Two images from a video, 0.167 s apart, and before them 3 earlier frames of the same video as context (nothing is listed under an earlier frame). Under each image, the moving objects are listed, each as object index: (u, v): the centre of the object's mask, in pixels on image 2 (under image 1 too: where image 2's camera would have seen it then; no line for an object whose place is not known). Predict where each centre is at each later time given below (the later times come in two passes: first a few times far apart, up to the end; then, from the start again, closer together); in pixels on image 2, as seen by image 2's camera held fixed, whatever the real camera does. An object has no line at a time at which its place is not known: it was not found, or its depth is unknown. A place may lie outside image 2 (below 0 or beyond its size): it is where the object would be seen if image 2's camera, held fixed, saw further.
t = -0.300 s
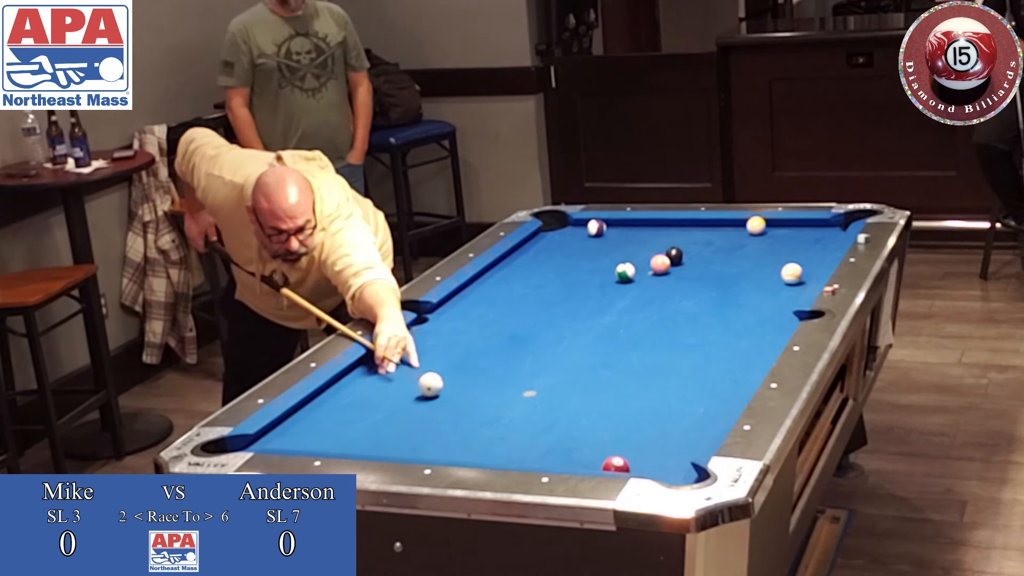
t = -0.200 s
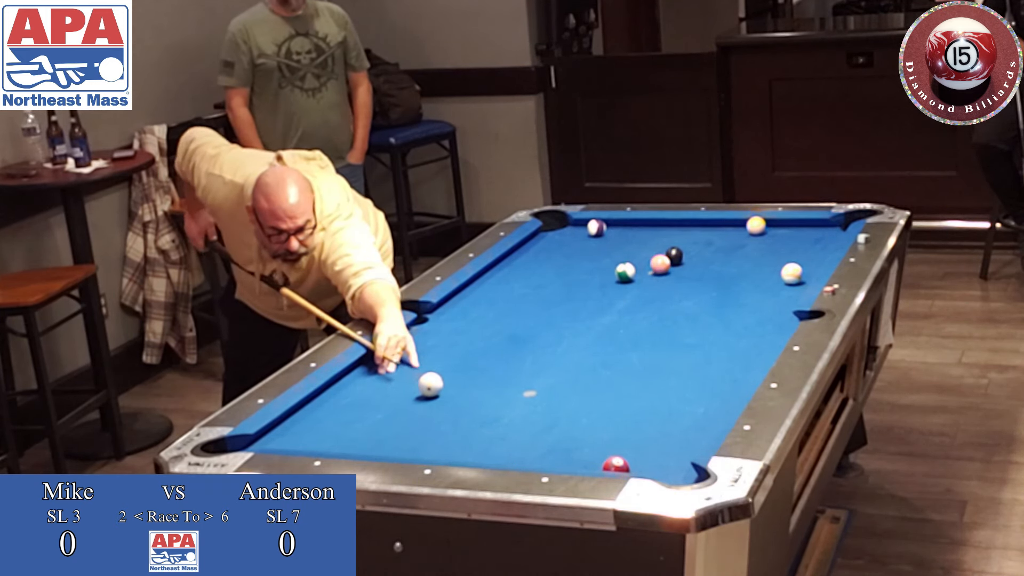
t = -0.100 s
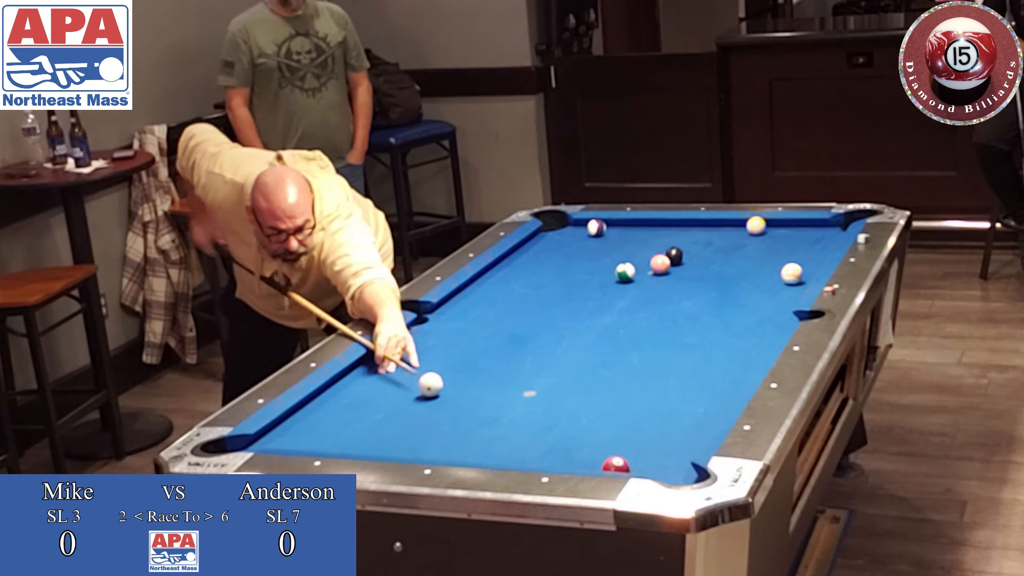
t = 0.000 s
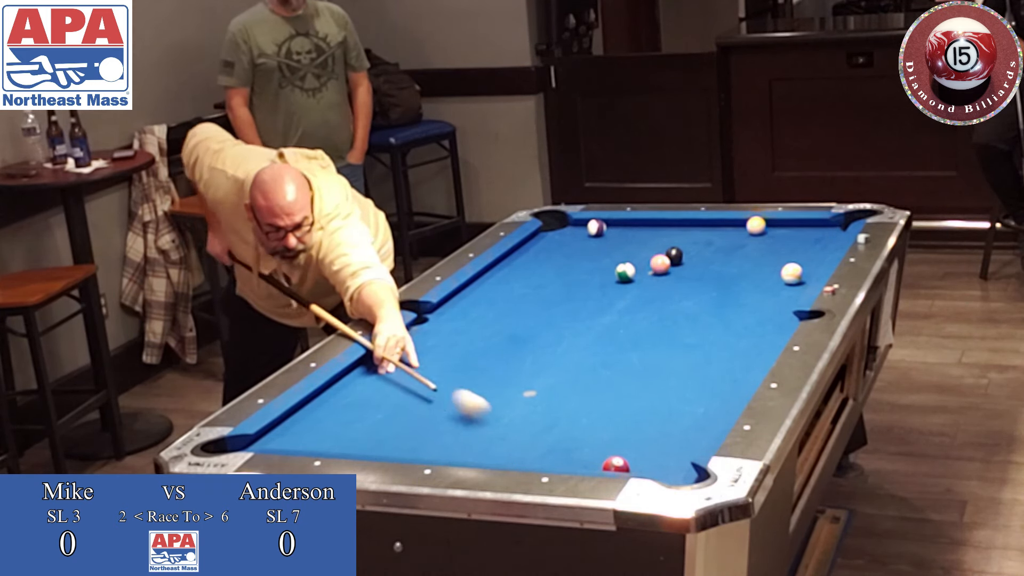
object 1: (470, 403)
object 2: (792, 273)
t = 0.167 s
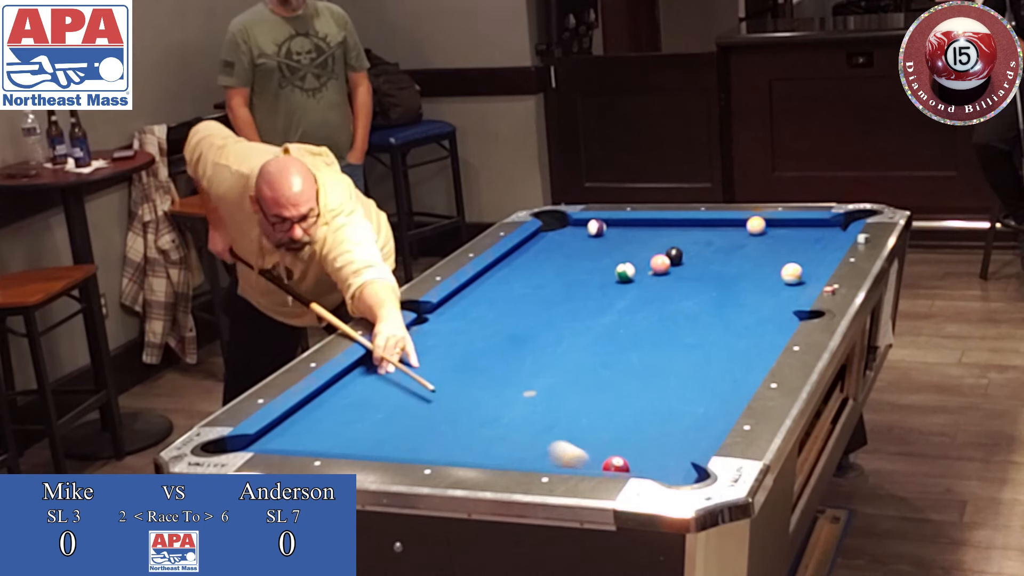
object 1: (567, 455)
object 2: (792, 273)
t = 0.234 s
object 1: (590, 460)
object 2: (792, 273)
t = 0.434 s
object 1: (618, 430)
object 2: (792, 273)
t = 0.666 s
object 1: (657, 400)
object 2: (791, 273)
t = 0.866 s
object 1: (687, 377)
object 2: (791, 273)
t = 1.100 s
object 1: (719, 353)
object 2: (791, 273)
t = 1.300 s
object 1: (743, 334)
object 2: (791, 273)
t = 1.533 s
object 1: (769, 313)
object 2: (791, 273)
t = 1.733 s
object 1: (789, 297)
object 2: (791, 273)
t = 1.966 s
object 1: (797, 282)
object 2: (790, 270)
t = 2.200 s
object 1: (804, 276)
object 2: (787, 267)
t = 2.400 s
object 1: (806, 273)
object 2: (783, 262)
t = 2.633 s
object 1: (805, 271)
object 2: (777, 255)
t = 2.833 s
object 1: (804, 270)
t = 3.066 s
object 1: (802, 268)
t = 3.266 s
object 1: (801, 267)
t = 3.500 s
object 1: (801, 267)
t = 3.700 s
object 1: (800, 267)
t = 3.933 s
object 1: (801, 267)
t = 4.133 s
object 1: (801, 267)
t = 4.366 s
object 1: (801, 267)
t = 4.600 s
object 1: (801, 267)
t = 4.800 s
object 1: (801, 267)
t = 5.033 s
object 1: (801, 267)
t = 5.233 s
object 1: (801, 267)
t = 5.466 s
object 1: (801, 267)
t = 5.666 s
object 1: (801, 267)
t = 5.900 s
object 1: (801, 267)
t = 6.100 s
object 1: (801, 267)
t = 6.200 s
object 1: (801, 267)
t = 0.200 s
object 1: (584, 461)
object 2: (792, 273)
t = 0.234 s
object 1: (590, 460)
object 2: (792, 273)
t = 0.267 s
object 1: (592, 456)
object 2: (792, 273)
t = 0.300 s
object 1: (595, 451)
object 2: (792, 273)
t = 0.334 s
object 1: (600, 445)
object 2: (792, 273)
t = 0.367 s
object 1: (606, 440)
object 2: (792, 273)
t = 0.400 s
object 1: (612, 435)
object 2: (792, 273)
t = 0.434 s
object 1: (618, 430)
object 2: (792, 273)
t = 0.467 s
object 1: (624, 426)
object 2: (791, 273)
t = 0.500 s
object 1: (629, 422)
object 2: (792, 273)
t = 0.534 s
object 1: (635, 417)
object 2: (792, 273)
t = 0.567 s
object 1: (641, 413)
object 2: (792, 273)
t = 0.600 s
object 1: (646, 408)
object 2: (791, 273)
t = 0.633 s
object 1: (651, 404)
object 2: (792, 273)
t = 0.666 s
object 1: (657, 400)
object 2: (791, 273)
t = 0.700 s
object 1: (662, 396)
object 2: (791, 273)
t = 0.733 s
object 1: (667, 392)
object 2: (791, 273)
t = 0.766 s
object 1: (672, 388)
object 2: (791, 273)
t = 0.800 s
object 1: (677, 384)
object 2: (791, 273)
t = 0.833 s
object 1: (682, 381)
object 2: (791, 273)
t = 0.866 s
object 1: (687, 377)
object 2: (791, 273)
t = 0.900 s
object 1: (692, 373)
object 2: (791, 273)
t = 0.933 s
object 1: (697, 370)
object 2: (791, 273)
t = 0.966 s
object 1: (701, 366)
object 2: (791, 273)
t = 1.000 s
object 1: (705, 363)
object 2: (791, 273)
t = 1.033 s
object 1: (710, 359)
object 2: (791, 273)
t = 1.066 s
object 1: (714, 356)
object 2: (791, 273)
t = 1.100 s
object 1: (719, 353)
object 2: (791, 273)
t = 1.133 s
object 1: (723, 349)
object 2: (791, 273)
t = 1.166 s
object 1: (727, 346)
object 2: (791, 273)
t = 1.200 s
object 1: (731, 343)
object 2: (791, 273)
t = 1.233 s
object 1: (736, 340)
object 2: (791, 273)
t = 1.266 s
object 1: (739, 337)
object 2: (791, 273)
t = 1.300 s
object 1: (743, 334)
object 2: (791, 273)
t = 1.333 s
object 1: (747, 331)
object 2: (791, 273)
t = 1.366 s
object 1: (751, 328)
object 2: (791, 273)
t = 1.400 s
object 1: (755, 325)
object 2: (791, 273)
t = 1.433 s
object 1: (758, 322)
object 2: (791, 273)
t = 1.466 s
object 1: (762, 319)
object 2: (791, 273)
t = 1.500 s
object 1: (766, 316)
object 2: (791, 273)
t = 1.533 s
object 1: (769, 313)
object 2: (791, 273)
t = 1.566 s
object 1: (773, 311)
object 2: (791, 273)
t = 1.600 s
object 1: (776, 308)
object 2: (791, 273)
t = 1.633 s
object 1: (780, 305)
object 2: (791, 273)
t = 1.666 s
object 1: (783, 303)
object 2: (791, 273)
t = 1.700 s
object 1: (786, 300)
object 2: (791, 273)
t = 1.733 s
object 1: (789, 297)
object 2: (791, 273)
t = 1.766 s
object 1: (792, 294)
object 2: (791, 273)
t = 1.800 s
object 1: (794, 292)
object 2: (791, 272)
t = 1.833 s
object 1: (794, 290)
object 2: (791, 272)
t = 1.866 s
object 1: (795, 288)
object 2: (791, 271)
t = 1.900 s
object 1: (795, 287)
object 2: (791, 271)
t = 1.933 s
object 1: (796, 284)
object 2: (790, 270)
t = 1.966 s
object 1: (797, 282)
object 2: (790, 270)
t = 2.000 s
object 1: (797, 281)
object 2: (789, 270)
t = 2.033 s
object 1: (798, 279)
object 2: (789, 270)
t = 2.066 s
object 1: (799, 279)
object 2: (788, 269)
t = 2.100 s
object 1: (801, 278)
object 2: (787, 269)
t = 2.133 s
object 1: (802, 277)
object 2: (787, 268)
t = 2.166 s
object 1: (803, 276)
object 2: (787, 268)
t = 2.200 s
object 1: (804, 276)
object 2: (787, 267)
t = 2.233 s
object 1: (805, 275)
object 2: (786, 266)
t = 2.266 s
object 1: (806, 274)
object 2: (786, 265)
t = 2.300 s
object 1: (807, 274)
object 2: (785, 265)
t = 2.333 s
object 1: (807, 273)
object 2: (784, 264)
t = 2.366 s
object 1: (806, 273)
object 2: (784, 263)
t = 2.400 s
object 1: (806, 273)
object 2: (783, 262)
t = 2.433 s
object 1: (806, 272)
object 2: (782, 261)
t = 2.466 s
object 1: (806, 272)
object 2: (781, 259)
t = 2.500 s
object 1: (806, 272)
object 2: (780, 258)
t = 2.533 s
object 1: (805, 272)
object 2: (780, 258)
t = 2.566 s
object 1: (805, 271)
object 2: (779, 257)
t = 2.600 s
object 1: (805, 271)
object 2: (778, 256)
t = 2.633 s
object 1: (805, 271)
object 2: (777, 255)
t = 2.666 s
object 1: (805, 271)
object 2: (777, 255)
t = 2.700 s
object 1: (804, 271)
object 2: (776, 254)
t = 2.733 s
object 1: (804, 270)
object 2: (775, 253)
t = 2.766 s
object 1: (804, 270)
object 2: (775, 252)
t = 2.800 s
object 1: (804, 270)
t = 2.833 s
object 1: (804, 270)
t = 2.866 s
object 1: (803, 270)
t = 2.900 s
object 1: (803, 269)
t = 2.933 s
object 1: (803, 269)
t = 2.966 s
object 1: (803, 269)
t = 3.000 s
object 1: (802, 269)
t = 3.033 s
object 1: (802, 269)
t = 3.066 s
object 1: (802, 268)
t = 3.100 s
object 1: (802, 268)
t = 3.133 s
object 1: (802, 268)
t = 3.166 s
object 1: (802, 268)
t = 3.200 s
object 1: (802, 268)
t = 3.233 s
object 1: (801, 268)
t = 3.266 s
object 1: (801, 267)
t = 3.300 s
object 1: (801, 267)
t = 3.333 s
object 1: (801, 267)
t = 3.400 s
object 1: (801, 267)
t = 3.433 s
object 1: (801, 267)
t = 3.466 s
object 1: (801, 267)
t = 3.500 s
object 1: (801, 267)
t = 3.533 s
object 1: (800, 267)
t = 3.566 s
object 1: (800, 267)
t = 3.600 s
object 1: (800, 267)
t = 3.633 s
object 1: (801, 267)
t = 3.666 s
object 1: (801, 267)
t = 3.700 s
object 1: (800, 267)
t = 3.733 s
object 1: (800, 267)
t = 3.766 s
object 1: (800, 267)
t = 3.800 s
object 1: (800, 267)
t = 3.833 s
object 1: (801, 267)
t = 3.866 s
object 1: (801, 267)
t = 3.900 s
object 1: (800, 267)
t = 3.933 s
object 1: (801, 267)
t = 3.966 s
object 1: (801, 267)
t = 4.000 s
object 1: (801, 267)
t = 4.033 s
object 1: (801, 267)
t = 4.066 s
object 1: (801, 267)
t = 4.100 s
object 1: (801, 267)
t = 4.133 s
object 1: (801, 267)
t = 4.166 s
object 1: (801, 267)
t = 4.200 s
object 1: (801, 267)
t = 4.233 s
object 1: (801, 267)
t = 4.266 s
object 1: (801, 267)
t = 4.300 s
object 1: (801, 267)
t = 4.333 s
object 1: (801, 267)
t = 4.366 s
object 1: (801, 267)
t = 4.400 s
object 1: (801, 267)
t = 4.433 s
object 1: (801, 267)
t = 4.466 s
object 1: (801, 267)
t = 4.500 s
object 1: (801, 267)
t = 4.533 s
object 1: (801, 267)
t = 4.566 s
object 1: (801, 267)
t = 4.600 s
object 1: (801, 267)
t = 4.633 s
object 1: (801, 267)
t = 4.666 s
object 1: (801, 267)
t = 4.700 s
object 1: (801, 267)
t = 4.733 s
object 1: (801, 267)
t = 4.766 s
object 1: (801, 267)
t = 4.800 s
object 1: (801, 267)
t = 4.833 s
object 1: (801, 267)
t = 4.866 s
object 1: (801, 267)
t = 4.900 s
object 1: (801, 267)
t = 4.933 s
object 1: (801, 267)
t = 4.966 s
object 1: (801, 267)
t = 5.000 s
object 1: (801, 267)
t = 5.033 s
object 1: (801, 267)
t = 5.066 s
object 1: (801, 267)
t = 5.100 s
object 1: (801, 267)
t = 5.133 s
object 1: (801, 267)
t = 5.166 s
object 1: (801, 267)
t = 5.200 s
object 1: (801, 267)
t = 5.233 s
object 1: (801, 267)
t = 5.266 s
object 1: (801, 267)
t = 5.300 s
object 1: (801, 267)
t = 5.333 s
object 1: (801, 267)
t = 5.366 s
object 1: (801, 267)
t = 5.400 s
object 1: (801, 267)
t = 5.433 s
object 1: (801, 267)
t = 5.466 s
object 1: (801, 267)
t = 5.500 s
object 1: (801, 267)
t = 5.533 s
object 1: (801, 267)
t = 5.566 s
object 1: (801, 267)
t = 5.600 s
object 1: (801, 267)
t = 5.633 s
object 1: (801, 267)
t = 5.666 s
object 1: (801, 267)
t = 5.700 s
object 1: (801, 267)
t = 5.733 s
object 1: (801, 267)
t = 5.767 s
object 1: (801, 267)
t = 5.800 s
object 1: (801, 267)
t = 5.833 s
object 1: (801, 267)
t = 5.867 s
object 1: (801, 267)
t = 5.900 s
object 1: (801, 267)
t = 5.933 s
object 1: (801, 267)
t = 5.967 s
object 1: (801, 267)
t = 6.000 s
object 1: (801, 267)
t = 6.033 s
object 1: (801, 267)
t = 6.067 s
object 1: (801, 267)
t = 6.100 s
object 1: (801, 267)
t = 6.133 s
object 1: (801, 267)
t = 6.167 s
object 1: (801, 267)
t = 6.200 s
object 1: (801, 267)
